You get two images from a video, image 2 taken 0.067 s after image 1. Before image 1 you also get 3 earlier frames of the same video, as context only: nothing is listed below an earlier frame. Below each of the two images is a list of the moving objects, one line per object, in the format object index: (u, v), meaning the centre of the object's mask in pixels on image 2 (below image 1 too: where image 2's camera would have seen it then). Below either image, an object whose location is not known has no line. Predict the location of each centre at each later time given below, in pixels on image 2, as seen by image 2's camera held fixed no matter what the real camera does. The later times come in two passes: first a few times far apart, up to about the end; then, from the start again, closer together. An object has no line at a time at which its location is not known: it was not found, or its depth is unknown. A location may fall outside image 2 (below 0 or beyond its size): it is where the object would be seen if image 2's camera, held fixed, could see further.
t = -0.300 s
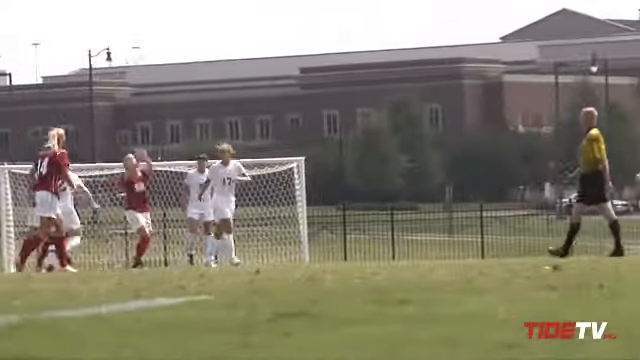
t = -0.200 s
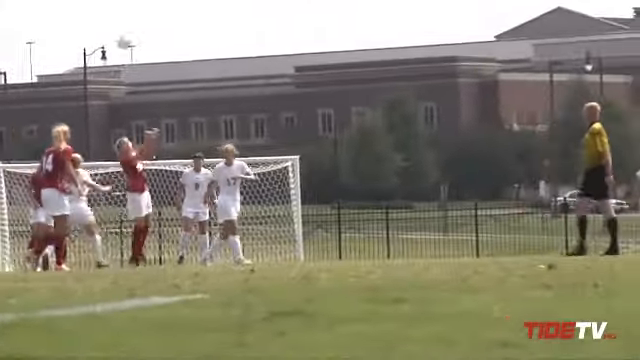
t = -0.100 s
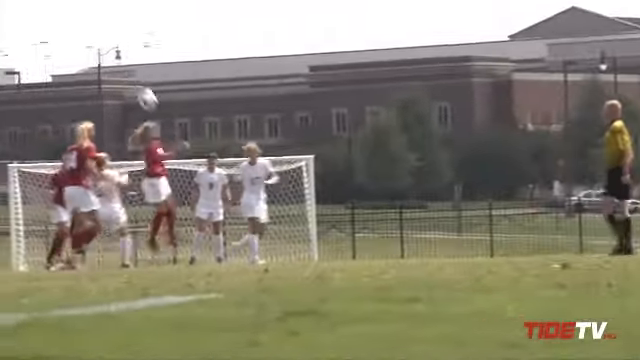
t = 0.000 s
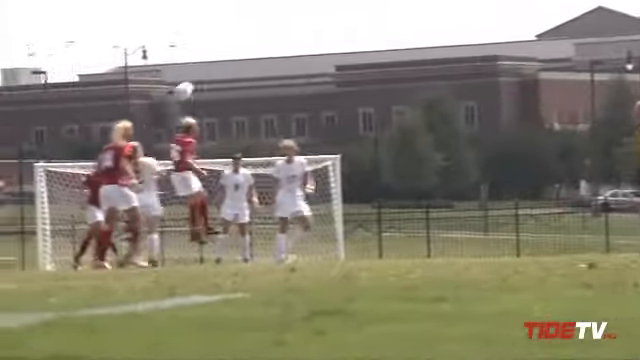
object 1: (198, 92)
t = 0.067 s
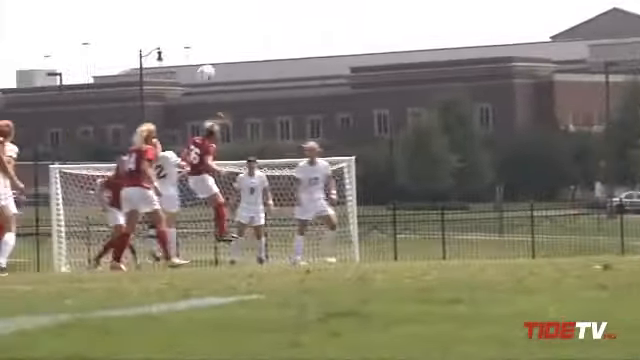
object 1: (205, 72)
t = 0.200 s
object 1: (217, 48)
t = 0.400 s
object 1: (235, 35)
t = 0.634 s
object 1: (256, 57)
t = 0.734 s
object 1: (267, 77)
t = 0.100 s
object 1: (212, 66)
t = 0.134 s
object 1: (210, 59)
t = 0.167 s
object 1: (214, 54)
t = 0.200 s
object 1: (217, 48)
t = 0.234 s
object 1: (220, 44)
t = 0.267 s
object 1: (223, 40)
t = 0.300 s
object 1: (226, 38)
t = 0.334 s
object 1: (229, 36)
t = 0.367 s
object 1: (232, 35)
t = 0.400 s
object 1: (235, 35)
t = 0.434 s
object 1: (238, 36)
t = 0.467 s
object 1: (241, 37)
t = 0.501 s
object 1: (245, 40)
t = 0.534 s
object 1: (247, 43)
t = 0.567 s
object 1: (250, 47)
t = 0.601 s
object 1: (254, 52)
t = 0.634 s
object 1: (256, 57)
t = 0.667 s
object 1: (262, 63)
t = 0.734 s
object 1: (267, 77)
